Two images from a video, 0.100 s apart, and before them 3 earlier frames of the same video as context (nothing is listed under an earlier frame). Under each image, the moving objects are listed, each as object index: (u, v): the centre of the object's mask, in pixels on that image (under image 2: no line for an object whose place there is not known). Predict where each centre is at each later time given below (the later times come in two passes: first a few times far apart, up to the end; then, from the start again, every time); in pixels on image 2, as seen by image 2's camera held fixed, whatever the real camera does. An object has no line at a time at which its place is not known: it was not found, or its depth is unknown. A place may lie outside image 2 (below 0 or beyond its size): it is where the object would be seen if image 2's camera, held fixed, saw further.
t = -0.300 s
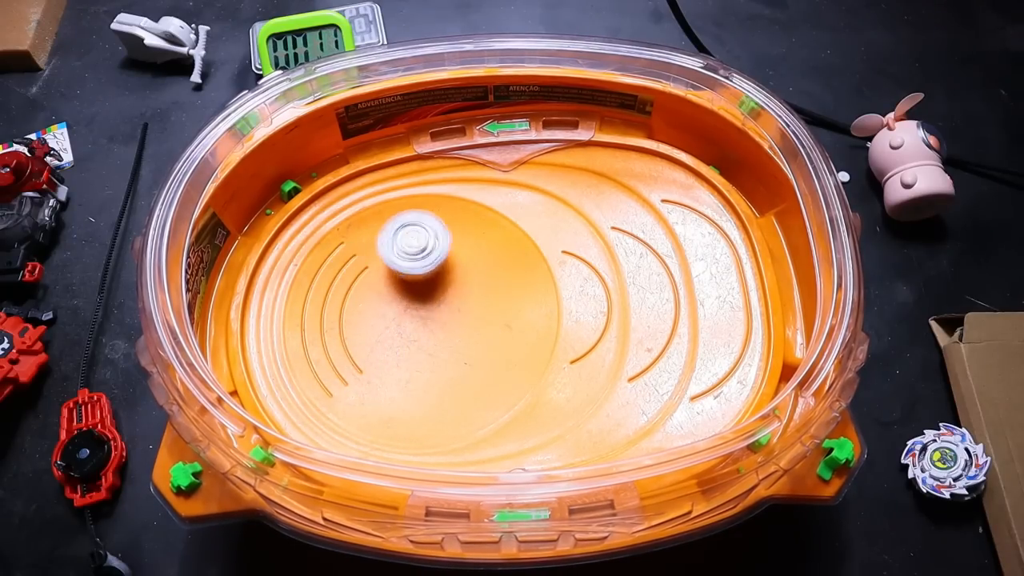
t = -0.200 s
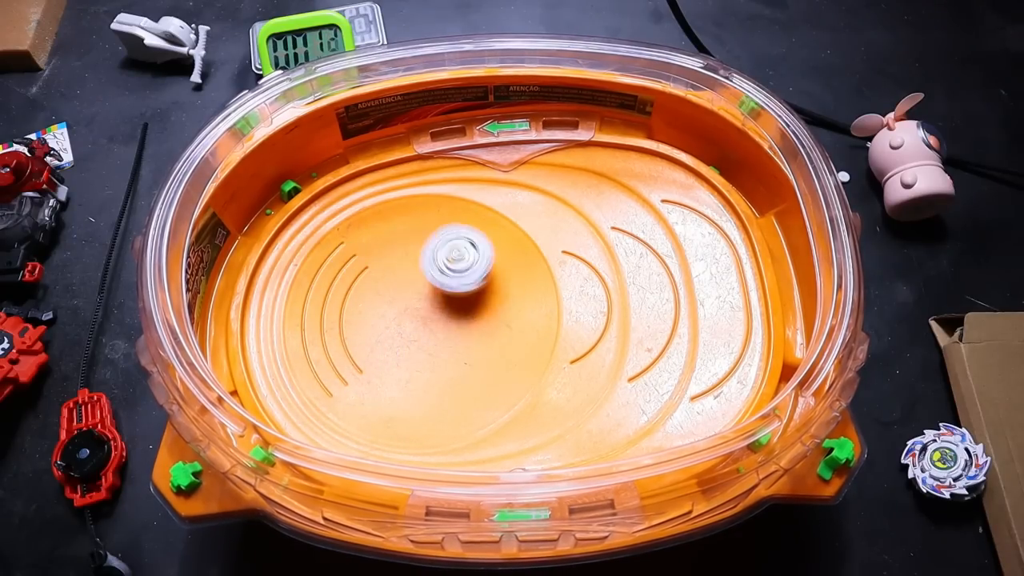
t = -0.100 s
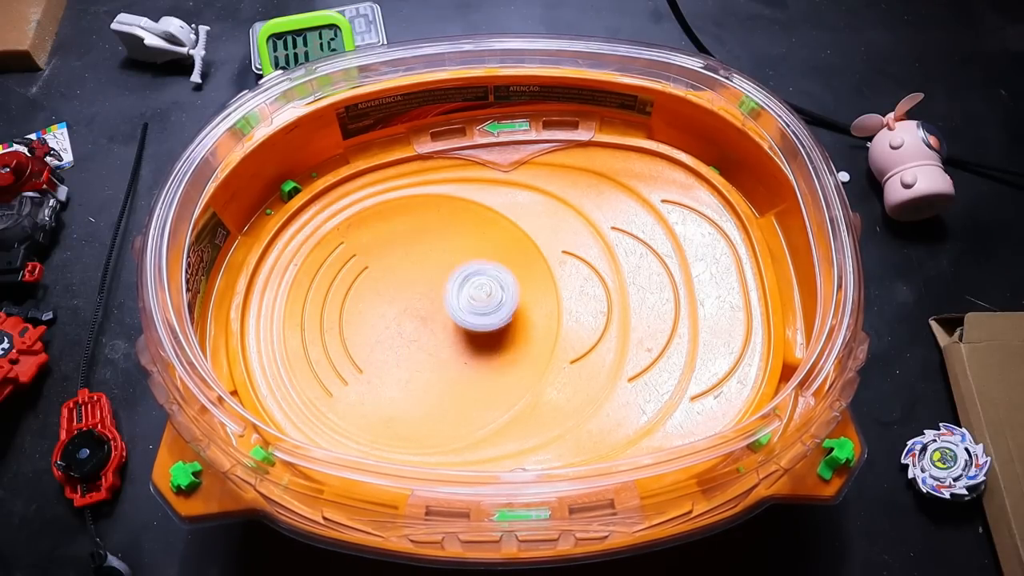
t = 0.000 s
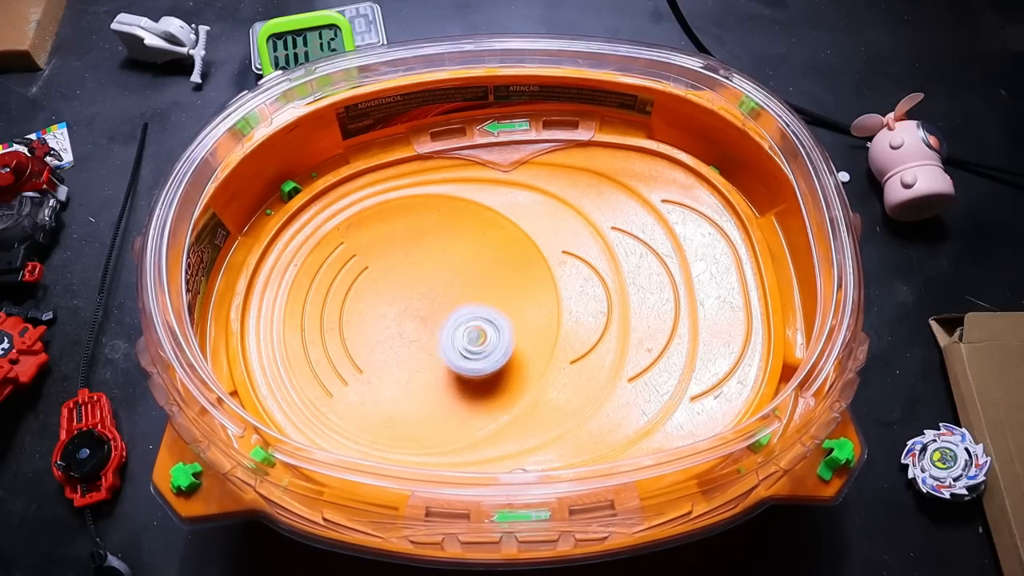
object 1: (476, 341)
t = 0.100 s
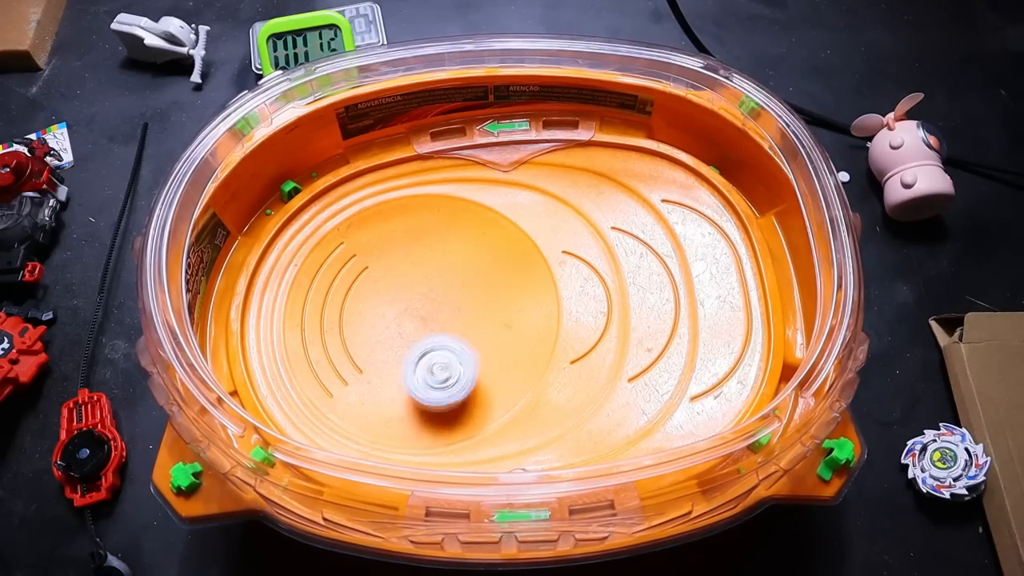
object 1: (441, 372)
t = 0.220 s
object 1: (384, 369)
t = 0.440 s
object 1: (362, 284)
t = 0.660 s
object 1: (444, 248)
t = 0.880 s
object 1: (481, 318)
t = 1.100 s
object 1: (399, 356)
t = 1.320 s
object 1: (357, 287)
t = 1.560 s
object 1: (432, 251)
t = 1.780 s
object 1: (466, 320)
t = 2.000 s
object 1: (397, 362)
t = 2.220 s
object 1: (362, 300)
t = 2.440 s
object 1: (429, 262)
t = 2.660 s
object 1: (473, 312)
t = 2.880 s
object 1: (414, 355)
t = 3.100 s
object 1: (371, 300)
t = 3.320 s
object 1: (421, 258)
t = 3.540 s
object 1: (459, 303)
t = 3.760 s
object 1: (410, 346)
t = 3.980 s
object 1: (371, 304)
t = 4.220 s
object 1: (427, 275)
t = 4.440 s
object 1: (454, 323)
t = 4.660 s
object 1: (399, 341)
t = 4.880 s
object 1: (392, 287)
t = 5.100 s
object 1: (445, 280)
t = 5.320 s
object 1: (436, 327)
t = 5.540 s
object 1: (385, 317)
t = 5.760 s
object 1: (404, 277)
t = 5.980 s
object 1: (442, 300)
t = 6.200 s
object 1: (417, 338)
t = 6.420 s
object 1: (390, 313)
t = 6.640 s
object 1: (419, 286)
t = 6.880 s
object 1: (446, 303)
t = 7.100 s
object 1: (420, 322)
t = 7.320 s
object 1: (395, 308)
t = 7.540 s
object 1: (407, 289)
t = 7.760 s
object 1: (427, 298)
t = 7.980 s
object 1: (429, 318)
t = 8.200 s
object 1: (411, 324)
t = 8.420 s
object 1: (405, 315)
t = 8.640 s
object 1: (404, 312)
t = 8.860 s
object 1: (412, 309)
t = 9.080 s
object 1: (417, 302)
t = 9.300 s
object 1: (425, 292)
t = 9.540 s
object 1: (416, 295)
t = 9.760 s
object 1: (413, 298)
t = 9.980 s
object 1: (425, 303)
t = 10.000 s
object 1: (428, 304)
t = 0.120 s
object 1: (431, 375)
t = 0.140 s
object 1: (421, 376)
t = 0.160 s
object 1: (411, 376)
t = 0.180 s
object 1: (401, 376)
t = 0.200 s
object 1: (392, 373)
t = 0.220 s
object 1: (384, 369)
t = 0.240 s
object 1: (375, 364)
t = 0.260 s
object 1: (369, 357)
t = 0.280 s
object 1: (363, 350)
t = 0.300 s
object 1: (358, 343)
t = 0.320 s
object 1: (356, 334)
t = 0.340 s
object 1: (353, 326)
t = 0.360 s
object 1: (352, 316)
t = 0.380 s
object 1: (354, 308)
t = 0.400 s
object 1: (354, 300)
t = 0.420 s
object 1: (358, 292)
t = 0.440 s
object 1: (362, 284)
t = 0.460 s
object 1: (366, 276)
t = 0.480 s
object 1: (373, 269)
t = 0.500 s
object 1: (378, 264)
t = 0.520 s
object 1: (386, 259)
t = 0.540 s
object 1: (394, 254)
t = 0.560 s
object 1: (401, 251)
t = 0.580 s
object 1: (410, 248)
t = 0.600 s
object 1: (419, 247)
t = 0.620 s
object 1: (427, 246)
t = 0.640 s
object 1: (437, 246)
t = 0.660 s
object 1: (444, 248)
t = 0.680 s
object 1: (452, 251)
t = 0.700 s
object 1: (460, 255)
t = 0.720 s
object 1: (466, 260)
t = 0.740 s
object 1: (473, 265)
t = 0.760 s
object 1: (477, 272)
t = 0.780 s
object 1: (481, 279)
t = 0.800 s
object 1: (484, 286)
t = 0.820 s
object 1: (484, 294)
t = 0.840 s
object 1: (485, 301)
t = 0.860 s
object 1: (484, 310)
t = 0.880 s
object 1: (481, 318)
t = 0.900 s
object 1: (478, 325)
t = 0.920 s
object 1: (472, 334)
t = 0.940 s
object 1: (467, 339)
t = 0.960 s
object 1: (460, 346)
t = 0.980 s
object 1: (452, 351)
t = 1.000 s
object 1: (444, 354)
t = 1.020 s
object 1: (434, 358)
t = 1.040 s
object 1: (426, 358)
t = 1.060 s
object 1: (417, 359)
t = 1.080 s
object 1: (407, 358)
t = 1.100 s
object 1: (399, 356)
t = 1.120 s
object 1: (389, 353)
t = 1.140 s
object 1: (383, 349)
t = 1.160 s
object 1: (377, 345)
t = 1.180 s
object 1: (369, 338)
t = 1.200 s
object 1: (365, 332)
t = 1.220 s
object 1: (360, 325)
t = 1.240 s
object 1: (358, 317)
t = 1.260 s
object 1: (356, 310)
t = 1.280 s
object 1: (356, 302)
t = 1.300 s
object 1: (357, 295)
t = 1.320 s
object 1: (357, 287)
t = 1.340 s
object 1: (361, 279)
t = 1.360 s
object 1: (363, 274)
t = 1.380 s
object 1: (369, 268)
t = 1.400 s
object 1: (374, 262)
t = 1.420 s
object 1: (380, 258)
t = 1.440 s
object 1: (388, 253)
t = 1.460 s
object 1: (394, 251)
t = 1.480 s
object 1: (403, 248)
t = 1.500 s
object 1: (409, 248)
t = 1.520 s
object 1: (418, 248)
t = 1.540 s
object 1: (426, 249)
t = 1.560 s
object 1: (432, 251)
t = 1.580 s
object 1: (441, 254)
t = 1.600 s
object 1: (446, 258)
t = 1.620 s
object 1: (453, 262)
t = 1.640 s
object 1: (457, 269)
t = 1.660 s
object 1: (461, 275)
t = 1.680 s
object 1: (466, 282)
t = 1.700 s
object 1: (466, 289)
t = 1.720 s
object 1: (469, 296)
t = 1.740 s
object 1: (468, 305)
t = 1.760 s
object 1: (468, 311)
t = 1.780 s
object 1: (466, 320)
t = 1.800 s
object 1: (462, 327)
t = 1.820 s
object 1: (460, 334)
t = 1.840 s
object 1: (455, 340)
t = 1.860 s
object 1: (450, 345)
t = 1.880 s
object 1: (443, 352)
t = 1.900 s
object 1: (436, 355)
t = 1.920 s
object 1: (429, 359)
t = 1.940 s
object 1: (421, 361)
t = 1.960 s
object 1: (414, 363)
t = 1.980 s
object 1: (405, 362)
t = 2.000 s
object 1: (397, 362)
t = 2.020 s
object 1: (389, 360)
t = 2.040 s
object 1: (382, 356)
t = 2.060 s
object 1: (375, 353)
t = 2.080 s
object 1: (370, 347)
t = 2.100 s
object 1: (365, 342)
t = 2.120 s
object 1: (362, 335)
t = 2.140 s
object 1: (360, 328)
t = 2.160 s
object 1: (357, 322)
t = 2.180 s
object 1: (359, 314)
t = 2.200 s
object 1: (358, 307)
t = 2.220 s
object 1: (362, 300)
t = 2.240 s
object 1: (363, 293)
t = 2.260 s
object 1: (369, 287)
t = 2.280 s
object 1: (372, 282)
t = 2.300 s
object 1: (379, 275)
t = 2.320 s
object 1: (384, 272)
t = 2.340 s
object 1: (391, 269)
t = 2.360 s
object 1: (398, 266)
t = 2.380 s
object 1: (405, 264)
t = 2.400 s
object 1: (413, 262)
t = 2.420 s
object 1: (420, 262)
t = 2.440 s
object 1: (429, 262)
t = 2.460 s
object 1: (434, 264)
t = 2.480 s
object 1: (443, 265)
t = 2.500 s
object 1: (448, 269)
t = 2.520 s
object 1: (455, 272)
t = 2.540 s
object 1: (459, 277)
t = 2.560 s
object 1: (464, 282)
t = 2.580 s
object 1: (468, 287)
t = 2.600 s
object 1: (470, 294)
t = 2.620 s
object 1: (472, 299)
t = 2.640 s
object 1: (472, 306)
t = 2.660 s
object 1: (473, 312)
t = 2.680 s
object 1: (471, 319)
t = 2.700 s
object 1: (470, 325)
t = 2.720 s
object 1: (465, 332)
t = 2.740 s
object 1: (462, 337)
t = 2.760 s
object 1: (456, 343)
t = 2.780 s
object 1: (451, 346)
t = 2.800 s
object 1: (444, 351)
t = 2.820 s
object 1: (437, 352)
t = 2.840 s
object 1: (429, 355)
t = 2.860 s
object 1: (422, 354)
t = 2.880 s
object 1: (414, 355)
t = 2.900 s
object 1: (407, 352)
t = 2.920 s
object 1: (400, 349)
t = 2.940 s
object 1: (394, 346)
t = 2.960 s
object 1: (388, 341)
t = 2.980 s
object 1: (382, 337)
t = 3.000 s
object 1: (379, 331)
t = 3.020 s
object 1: (375, 325)
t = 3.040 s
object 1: (373, 319)
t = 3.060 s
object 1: (371, 313)
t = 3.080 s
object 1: (371, 306)
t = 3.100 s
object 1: (371, 300)
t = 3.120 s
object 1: (372, 294)
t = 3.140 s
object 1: (374, 288)
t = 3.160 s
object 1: (378, 282)
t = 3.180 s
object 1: (380, 277)
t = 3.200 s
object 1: (386, 272)
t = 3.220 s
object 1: (390, 268)
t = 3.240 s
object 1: (396, 264)
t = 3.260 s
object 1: (401, 262)
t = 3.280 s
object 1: (408, 259)
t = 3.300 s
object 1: (413, 258)
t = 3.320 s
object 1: (421, 258)
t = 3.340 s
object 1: (426, 259)
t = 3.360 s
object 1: (434, 260)
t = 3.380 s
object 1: (438, 262)
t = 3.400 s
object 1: (445, 265)
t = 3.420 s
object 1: (448, 270)
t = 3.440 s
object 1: (453, 274)
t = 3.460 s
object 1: (455, 280)
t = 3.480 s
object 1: (459, 285)
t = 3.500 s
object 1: (459, 291)
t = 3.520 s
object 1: (461, 297)
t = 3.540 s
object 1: (459, 303)
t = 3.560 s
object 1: (459, 309)
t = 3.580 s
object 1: (456, 315)
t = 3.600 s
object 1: (454, 321)
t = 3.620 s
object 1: (449, 326)
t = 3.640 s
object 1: (446, 331)
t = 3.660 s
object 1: (440, 335)
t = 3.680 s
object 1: (436, 338)
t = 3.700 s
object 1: (429, 342)
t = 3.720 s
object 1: (423, 343)
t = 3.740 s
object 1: (416, 345)
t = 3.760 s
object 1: (410, 346)
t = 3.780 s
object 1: (403, 345)
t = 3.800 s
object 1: (398, 344)
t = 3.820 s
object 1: (391, 342)
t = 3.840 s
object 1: (386, 339)
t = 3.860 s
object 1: (381, 335)
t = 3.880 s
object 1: (378, 331)
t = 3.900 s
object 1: (375, 326)
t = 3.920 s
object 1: (372, 321)
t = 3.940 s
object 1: (371, 315)
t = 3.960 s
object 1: (370, 310)
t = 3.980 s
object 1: (371, 304)
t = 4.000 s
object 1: (372, 299)
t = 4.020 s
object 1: (376, 293)
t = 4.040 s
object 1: (377, 289)
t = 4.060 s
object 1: (383, 285)
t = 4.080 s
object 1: (386, 281)
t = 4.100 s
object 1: (392, 278)
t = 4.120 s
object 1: (397, 276)
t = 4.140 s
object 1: (404, 274)
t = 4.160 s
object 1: (409, 273)
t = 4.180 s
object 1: (416, 273)
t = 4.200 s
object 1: (421, 273)
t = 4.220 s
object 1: (427, 275)
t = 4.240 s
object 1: (433, 277)
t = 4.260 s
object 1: (437, 280)
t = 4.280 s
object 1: (443, 283)
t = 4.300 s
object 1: (446, 287)
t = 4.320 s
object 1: (450, 291)
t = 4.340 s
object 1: (452, 296)
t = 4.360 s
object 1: (455, 300)
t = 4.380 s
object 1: (455, 306)
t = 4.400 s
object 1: (456, 312)
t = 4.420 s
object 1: (455, 317)
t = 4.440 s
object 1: (454, 323)
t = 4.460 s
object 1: (451, 328)
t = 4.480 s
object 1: (449, 333)
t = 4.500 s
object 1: (445, 337)
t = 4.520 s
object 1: (439, 341)
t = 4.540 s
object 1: (434, 343)
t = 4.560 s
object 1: (427, 346)
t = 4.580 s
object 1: (423, 346)
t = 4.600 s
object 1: (415, 346)
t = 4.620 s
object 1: (410, 345)
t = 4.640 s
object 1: (403, 343)
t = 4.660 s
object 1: (399, 341)
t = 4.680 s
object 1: (396, 337)
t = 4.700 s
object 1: (391, 333)
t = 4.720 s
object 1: (388, 327)
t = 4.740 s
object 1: (385, 323)
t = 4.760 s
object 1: (385, 317)
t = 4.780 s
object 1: (383, 312)
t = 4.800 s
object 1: (385, 306)
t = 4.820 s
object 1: (385, 301)
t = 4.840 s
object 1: (387, 296)
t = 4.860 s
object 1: (390, 291)
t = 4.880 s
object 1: (392, 287)
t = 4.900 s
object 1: (398, 282)
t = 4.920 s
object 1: (401, 280)
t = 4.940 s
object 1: (406, 276)
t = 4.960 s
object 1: (411, 274)
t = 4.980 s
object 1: (416, 273)
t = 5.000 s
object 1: (422, 272)
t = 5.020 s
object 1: (426, 272)
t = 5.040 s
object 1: (433, 272)
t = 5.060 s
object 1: (437, 274)
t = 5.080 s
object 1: (442, 277)
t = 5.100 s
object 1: (445, 280)
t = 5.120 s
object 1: (449, 284)
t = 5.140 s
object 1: (451, 288)
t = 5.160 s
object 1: (452, 293)
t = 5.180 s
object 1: (455, 297)
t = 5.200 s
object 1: (453, 302)
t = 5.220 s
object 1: (454, 307)
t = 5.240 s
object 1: (450, 312)
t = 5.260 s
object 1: (448, 317)
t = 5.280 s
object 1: (445, 321)
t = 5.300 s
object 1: (440, 325)
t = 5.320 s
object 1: (436, 327)
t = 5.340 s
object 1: (431, 330)
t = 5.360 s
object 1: (427, 332)
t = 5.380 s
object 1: (420, 333)
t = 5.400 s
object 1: (415, 334)
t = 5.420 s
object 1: (410, 332)
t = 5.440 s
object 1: (403, 332)
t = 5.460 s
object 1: (400, 329)
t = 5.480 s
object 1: (395, 327)
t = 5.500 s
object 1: (391, 324)
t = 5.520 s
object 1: (388, 320)
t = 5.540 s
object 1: (385, 317)
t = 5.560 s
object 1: (384, 312)
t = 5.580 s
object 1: (381, 308)
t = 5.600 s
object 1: (381, 304)
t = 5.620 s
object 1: (382, 299)
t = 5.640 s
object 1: (382, 295)
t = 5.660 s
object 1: (385, 290)
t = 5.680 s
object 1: (387, 287)
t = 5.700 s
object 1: (391, 284)
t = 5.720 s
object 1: (394, 281)
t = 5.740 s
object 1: (397, 279)
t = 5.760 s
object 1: (404, 277)
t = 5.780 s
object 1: (407, 276)
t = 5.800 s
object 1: (412, 276)
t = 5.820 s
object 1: (417, 276)
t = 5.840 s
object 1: (420, 278)
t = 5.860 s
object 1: (427, 279)
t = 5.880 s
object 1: (429, 282)
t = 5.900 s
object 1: (434, 285)
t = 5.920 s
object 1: (436, 288)
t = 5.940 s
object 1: (438, 292)
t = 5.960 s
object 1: (442, 296)
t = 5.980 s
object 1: (442, 300)
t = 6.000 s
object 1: (443, 305)
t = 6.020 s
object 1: (443, 308)
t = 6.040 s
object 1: (441, 313)
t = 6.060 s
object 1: (442, 317)
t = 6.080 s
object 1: (438, 322)
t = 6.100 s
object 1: (436, 326)
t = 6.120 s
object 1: (434, 328)
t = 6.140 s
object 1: (430, 332)
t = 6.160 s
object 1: (427, 334)
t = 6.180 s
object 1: (423, 336)
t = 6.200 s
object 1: (417, 338)
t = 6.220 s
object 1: (415, 337)
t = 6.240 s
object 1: (409, 338)
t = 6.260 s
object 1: (405, 337)
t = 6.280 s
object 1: (402, 335)
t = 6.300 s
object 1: (398, 333)
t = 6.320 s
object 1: (396, 330)
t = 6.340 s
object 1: (393, 327)
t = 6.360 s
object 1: (391, 324)
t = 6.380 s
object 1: (391, 320)
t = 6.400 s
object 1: (389, 316)
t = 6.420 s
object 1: (390, 313)
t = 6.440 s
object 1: (392, 308)
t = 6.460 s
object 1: (392, 305)
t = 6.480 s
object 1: (395, 302)
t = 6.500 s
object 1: (397, 298)
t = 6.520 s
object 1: (398, 296)
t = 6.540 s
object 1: (403, 293)
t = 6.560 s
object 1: (405, 291)
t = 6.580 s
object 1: (408, 289)
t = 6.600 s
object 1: (414, 287)
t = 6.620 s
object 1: (415, 287)
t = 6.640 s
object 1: (419, 286)
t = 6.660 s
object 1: (424, 285)
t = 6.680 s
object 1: (426, 286)
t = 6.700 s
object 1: (430, 286)
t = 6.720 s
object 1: (433, 287)
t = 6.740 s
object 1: (434, 288)
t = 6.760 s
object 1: (439, 290)
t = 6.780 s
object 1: (440, 291)
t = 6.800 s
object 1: (441, 293)
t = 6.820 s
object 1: (444, 296)
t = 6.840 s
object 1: (444, 298)
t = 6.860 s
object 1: (444, 301)
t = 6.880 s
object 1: (446, 303)
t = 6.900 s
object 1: (444, 306)
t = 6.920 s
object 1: (443, 309)
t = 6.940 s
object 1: (444, 310)
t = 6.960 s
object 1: (441, 314)
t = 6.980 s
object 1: (438, 316)
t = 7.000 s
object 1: (438, 317)
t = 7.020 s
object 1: (434, 319)
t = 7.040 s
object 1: (430, 321)
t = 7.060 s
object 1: (429, 321)
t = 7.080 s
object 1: (424, 322)
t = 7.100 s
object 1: (420, 322)
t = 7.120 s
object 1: (418, 321)
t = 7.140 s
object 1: (413, 322)
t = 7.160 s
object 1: (411, 322)
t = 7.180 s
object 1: (409, 319)
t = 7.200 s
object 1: (405, 319)
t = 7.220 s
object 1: (404, 318)
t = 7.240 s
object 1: (402, 314)
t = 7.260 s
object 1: (399, 314)
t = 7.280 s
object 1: (398, 313)
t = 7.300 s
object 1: (398, 309)
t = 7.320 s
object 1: (395, 308)
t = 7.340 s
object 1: (395, 307)
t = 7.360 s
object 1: (396, 303)
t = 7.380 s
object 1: (394, 302)
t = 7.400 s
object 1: (395, 300)
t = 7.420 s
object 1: (396, 298)
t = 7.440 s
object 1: (396, 296)
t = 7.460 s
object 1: (397, 295)
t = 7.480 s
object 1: (399, 292)
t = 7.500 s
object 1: (401, 290)
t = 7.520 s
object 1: (402, 290)
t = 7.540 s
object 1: (407, 289)
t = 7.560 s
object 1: (408, 288)
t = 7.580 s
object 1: (408, 289)
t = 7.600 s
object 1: (411, 288)
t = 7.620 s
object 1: (414, 288)
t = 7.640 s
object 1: (416, 290)
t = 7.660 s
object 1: (418, 291)
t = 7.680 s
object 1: (422, 291)
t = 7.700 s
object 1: (423, 294)
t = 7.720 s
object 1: (424, 296)
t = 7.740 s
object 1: (428, 296)
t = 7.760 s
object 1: (427, 298)
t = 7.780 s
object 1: (427, 300)
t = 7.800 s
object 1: (430, 302)
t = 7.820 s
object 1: (430, 303)
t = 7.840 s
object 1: (429, 305)
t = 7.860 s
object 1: (431, 307)
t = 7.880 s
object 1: (431, 308)
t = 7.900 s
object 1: (430, 311)
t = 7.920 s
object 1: (430, 313)
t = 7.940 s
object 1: (432, 314)
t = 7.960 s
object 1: (430, 316)
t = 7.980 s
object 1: (429, 318)
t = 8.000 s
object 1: (429, 320)
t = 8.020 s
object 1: (428, 321)
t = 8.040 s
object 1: (425, 324)
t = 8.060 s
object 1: (424, 324)
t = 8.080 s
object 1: (424, 324)
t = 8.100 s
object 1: (421, 325)
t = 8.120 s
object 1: (419, 326)
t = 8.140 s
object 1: (419, 325)
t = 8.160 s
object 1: (417, 324)
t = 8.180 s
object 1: (413, 324)
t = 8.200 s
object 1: (411, 324)
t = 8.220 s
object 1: (413, 322)
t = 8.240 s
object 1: (411, 321)
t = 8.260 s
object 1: (409, 320)
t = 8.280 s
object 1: (409, 320)
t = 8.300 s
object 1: (410, 318)
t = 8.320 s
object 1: (408, 317)
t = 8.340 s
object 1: (405, 317)
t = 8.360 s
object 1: (407, 317)
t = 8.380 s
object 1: (407, 315)
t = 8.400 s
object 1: (405, 315)
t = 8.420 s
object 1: (405, 315)
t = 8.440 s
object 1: (406, 314)
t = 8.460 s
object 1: (405, 312)
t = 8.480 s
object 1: (402, 312)
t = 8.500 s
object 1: (402, 313)
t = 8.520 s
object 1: (404, 312)
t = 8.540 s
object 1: (403, 311)
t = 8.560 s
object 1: (402, 312)
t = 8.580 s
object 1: (403, 313)
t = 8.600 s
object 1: (405, 312)
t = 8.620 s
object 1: (404, 312)
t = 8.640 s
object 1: (404, 312)
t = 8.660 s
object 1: (407, 312)
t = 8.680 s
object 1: (408, 310)
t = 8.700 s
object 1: (408, 309)
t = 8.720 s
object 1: (407, 308)
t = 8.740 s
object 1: (408, 308)
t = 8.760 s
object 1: (408, 309)
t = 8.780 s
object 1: (408, 309)
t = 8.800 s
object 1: (409, 310)
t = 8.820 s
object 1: (412, 310)
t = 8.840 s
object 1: (412, 310)
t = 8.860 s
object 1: (412, 309)
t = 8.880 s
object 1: (412, 309)
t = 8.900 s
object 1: (413, 308)
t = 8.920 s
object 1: (412, 308)
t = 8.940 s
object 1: (412, 307)
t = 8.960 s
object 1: (416, 307)
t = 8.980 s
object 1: (417, 305)
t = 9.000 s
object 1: (417, 304)
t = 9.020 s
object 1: (415, 303)
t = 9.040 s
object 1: (415, 303)
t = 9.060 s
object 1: (416, 302)
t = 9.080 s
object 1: (417, 302)
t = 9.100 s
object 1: (419, 301)
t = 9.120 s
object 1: (422, 300)
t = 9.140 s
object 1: (422, 297)
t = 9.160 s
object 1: (421, 296)
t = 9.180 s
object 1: (420, 295)
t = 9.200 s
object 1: (421, 295)
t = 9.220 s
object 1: (420, 295)
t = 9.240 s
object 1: (420, 295)
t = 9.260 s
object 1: (421, 294)
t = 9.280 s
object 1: (424, 294)
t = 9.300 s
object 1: (425, 292)
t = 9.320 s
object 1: (423, 291)
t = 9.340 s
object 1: (422, 291)
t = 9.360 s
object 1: (423, 291)
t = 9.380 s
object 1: (422, 291)
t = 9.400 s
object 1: (419, 291)
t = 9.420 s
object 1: (418, 293)
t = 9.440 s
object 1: (419, 295)
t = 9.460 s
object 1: (420, 296)
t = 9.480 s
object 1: (421, 295)
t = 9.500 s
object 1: (420, 295)
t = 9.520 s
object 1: (418, 295)
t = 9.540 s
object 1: (416, 295)
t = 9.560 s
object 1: (413, 297)
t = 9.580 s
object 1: (411, 299)
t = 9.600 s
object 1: (413, 300)
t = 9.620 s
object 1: (414, 298)
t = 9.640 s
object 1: (413, 298)
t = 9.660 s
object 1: (411, 297)
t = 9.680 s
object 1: (413, 298)
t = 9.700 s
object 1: (414, 297)
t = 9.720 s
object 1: (413, 298)
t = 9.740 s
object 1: (412, 297)
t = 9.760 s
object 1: (413, 298)
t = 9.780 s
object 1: (415, 298)
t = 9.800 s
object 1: (415, 299)
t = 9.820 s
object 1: (415, 300)
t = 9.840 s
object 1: (416, 301)
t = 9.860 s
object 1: (419, 302)
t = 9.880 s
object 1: (421, 301)
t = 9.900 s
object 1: (422, 300)
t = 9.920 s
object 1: (422, 299)
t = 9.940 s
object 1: (422, 300)
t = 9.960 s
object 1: (423, 302)
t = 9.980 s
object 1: (425, 303)
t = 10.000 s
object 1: (428, 304)
